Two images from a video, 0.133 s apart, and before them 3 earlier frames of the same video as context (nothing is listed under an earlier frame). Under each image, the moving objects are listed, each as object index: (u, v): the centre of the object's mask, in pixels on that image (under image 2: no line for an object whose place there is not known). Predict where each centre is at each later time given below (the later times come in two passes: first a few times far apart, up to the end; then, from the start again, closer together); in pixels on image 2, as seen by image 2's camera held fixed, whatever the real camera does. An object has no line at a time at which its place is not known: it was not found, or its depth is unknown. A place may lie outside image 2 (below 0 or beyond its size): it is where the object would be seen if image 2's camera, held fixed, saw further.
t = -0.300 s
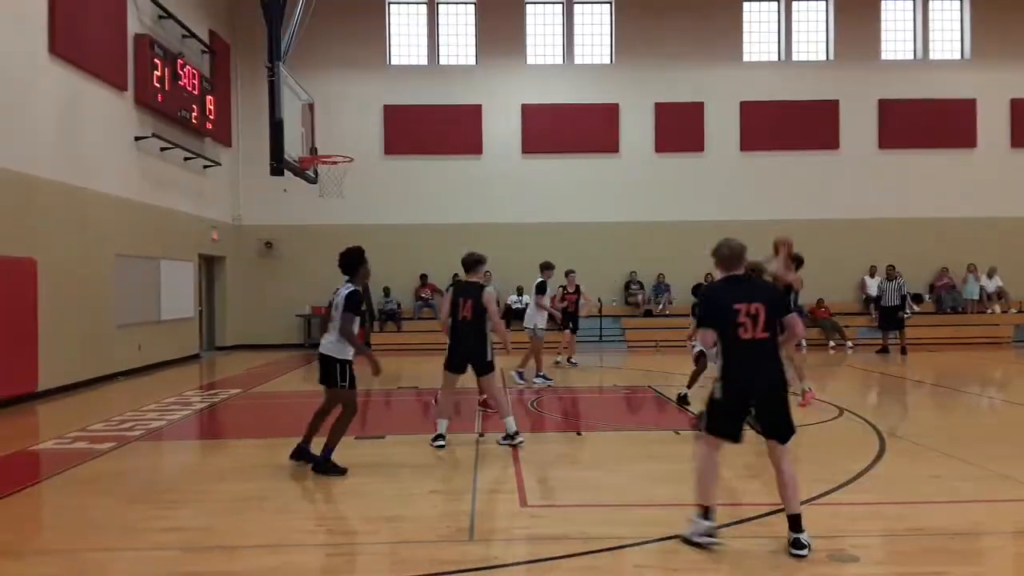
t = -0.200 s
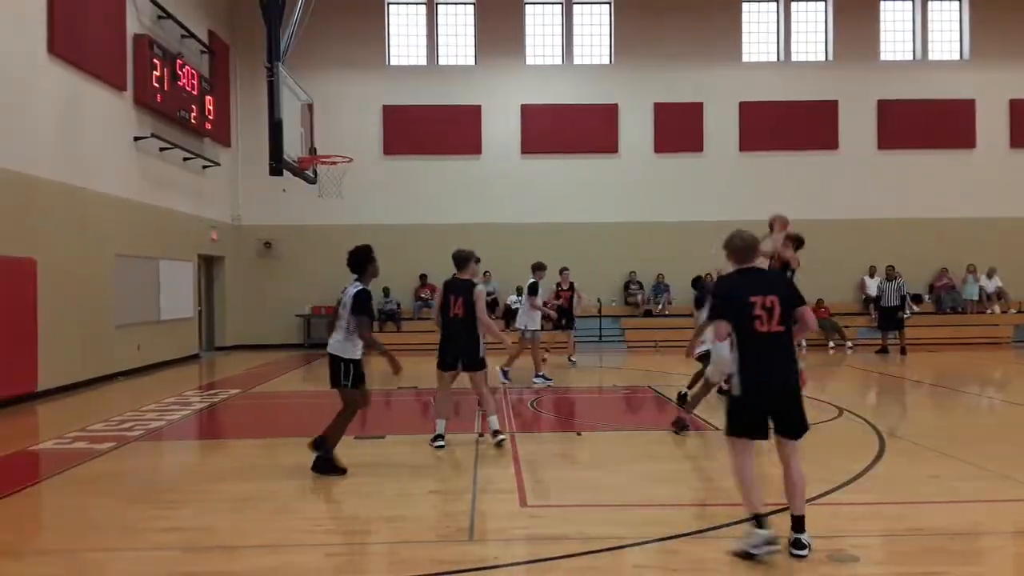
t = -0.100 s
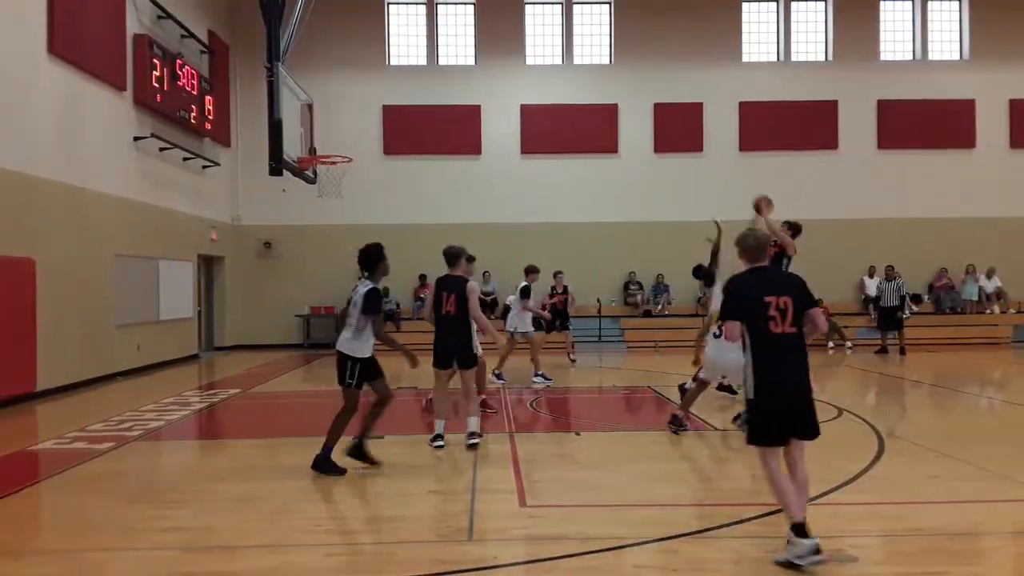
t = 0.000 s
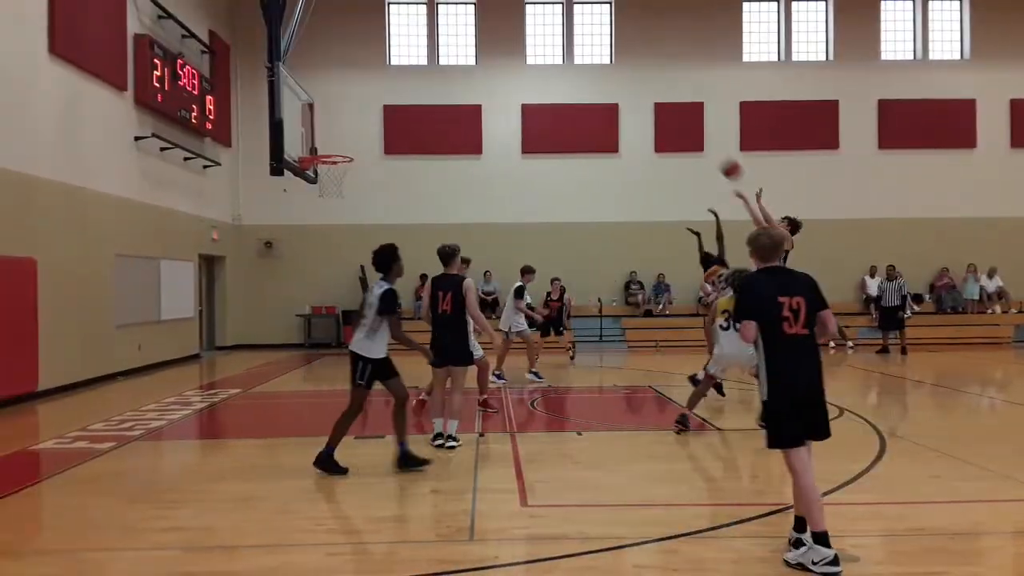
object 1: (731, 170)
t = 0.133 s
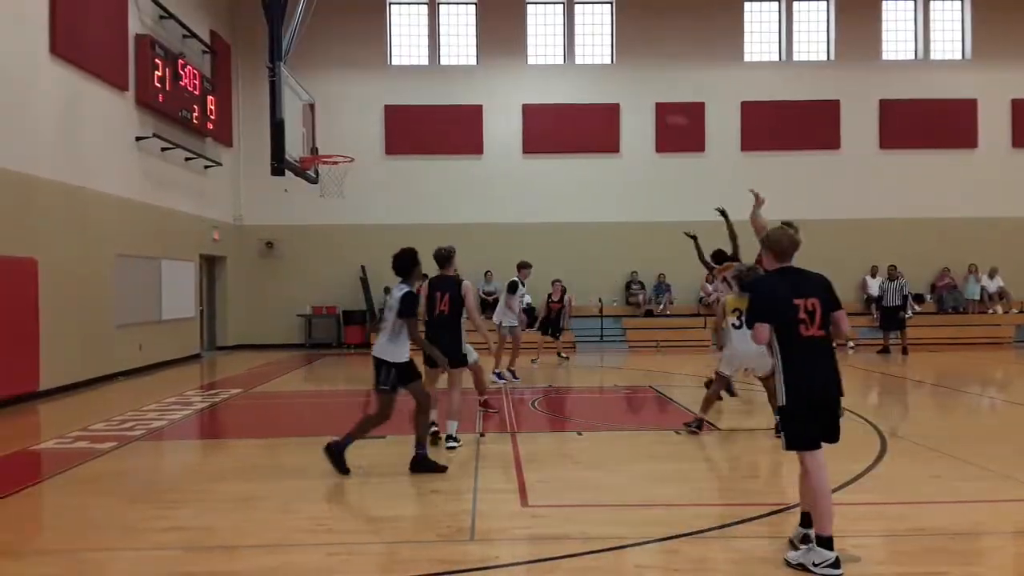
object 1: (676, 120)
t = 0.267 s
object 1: (622, 95)
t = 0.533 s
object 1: (515, 78)
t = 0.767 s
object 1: (424, 102)
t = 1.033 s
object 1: (380, 149)
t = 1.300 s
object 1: (441, 165)
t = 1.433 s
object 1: (468, 190)
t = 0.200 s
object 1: (649, 108)
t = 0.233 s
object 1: (635, 102)
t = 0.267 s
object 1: (622, 95)
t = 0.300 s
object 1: (608, 90)
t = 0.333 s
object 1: (595, 86)
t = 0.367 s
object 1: (581, 82)
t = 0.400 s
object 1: (568, 80)
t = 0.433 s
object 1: (555, 78)
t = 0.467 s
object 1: (541, 77)
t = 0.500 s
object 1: (528, 77)
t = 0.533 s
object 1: (515, 78)
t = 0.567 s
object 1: (502, 79)
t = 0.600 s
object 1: (489, 82)
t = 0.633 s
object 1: (475, 86)
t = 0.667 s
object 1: (462, 90)
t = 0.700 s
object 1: (449, 94)
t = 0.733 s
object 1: (437, 99)
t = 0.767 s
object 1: (424, 102)
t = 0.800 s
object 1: (413, 110)
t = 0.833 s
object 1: (398, 119)
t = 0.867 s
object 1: (385, 131)
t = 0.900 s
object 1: (372, 144)
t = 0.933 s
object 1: (360, 153)
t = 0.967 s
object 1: (363, 154)
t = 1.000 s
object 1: (371, 152)
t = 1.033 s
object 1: (380, 149)
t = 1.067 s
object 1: (388, 149)
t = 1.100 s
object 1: (397, 149)
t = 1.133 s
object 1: (404, 149)
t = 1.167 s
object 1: (412, 150)
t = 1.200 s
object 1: (419, 152)
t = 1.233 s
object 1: (426, 156)
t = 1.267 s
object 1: (433, 160)
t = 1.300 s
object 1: (441, 165)
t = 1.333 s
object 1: (448, 170)
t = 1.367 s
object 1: (455, 176)
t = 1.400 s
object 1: (462, 183)
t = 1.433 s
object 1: (468, 190)
